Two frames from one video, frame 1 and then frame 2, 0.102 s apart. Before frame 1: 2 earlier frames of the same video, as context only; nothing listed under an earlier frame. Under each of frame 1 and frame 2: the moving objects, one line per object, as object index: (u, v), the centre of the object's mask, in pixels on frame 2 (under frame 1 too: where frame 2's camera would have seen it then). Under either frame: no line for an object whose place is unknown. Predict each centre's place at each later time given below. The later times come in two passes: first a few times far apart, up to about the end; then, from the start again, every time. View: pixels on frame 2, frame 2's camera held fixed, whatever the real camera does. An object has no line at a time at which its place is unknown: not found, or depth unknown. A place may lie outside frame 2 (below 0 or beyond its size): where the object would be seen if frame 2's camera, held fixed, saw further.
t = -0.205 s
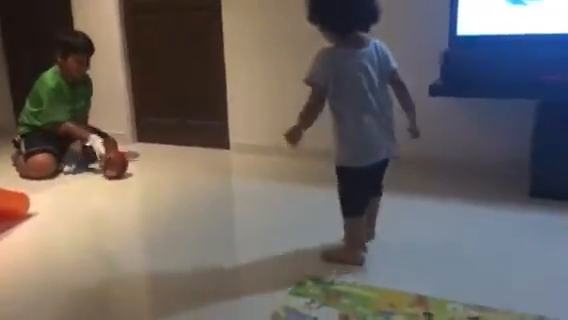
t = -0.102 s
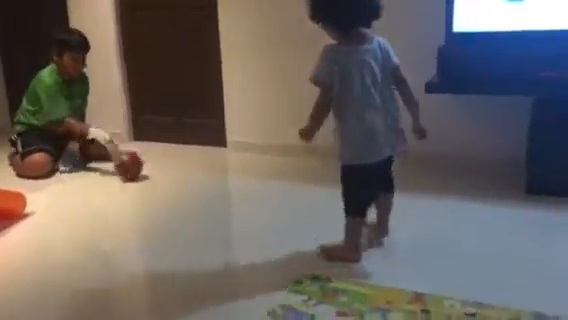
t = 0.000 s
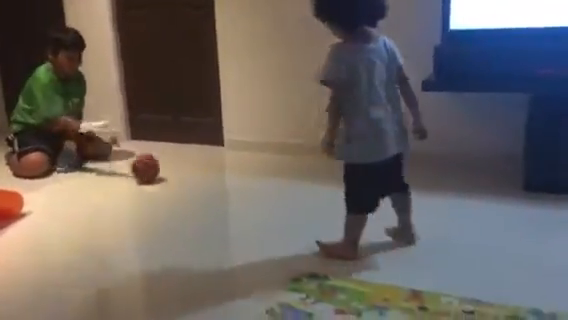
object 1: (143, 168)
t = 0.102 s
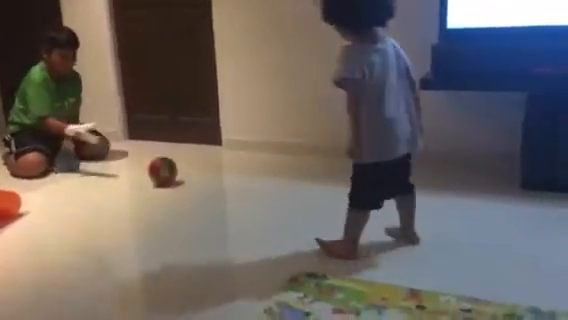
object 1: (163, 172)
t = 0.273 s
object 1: (195, 176)
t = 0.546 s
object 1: (253, 184)
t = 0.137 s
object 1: (169, 173)
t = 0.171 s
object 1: (176, 174)
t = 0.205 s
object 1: (182, 175)
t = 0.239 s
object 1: (189, 176)
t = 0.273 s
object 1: (195, 176)
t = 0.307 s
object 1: (203, 177)
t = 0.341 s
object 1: (210, 179)
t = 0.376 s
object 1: (217, 179)
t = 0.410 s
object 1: (225, 180)
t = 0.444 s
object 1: (232, 181)
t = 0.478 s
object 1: (239, 182)
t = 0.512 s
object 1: (247, 183)
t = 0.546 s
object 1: (253, 184)
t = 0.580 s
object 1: (261, 185)
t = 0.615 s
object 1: (269, 186)
